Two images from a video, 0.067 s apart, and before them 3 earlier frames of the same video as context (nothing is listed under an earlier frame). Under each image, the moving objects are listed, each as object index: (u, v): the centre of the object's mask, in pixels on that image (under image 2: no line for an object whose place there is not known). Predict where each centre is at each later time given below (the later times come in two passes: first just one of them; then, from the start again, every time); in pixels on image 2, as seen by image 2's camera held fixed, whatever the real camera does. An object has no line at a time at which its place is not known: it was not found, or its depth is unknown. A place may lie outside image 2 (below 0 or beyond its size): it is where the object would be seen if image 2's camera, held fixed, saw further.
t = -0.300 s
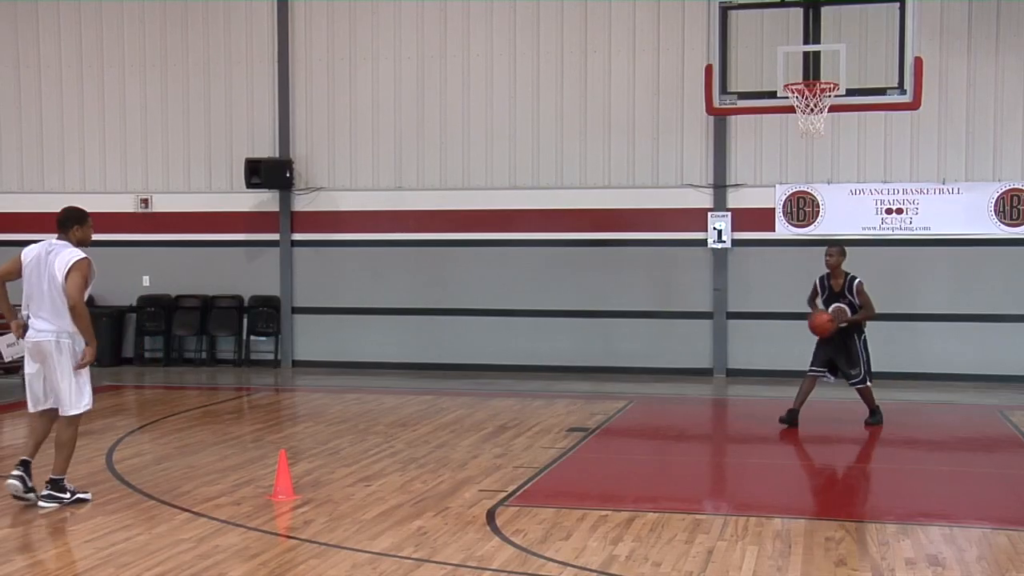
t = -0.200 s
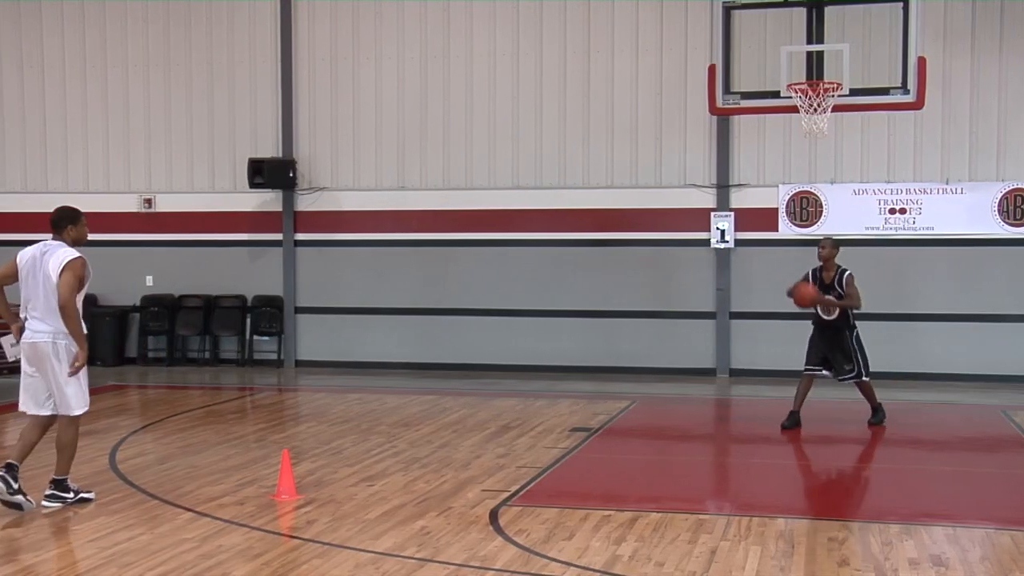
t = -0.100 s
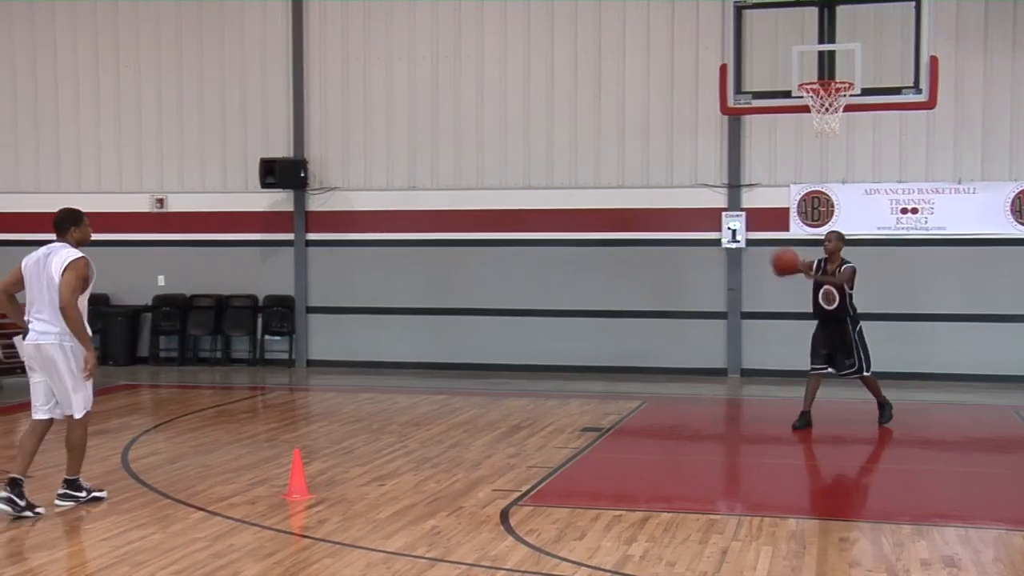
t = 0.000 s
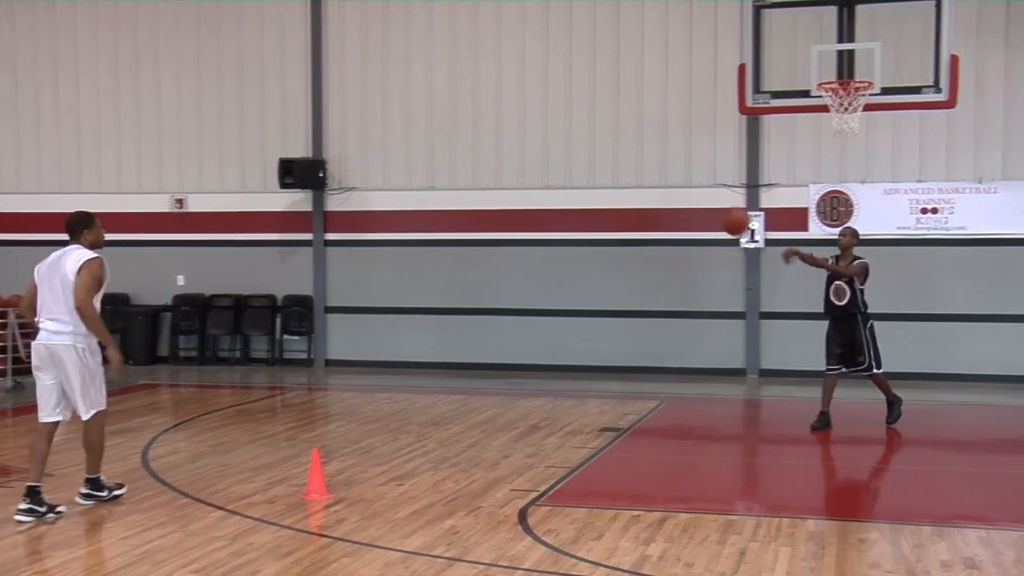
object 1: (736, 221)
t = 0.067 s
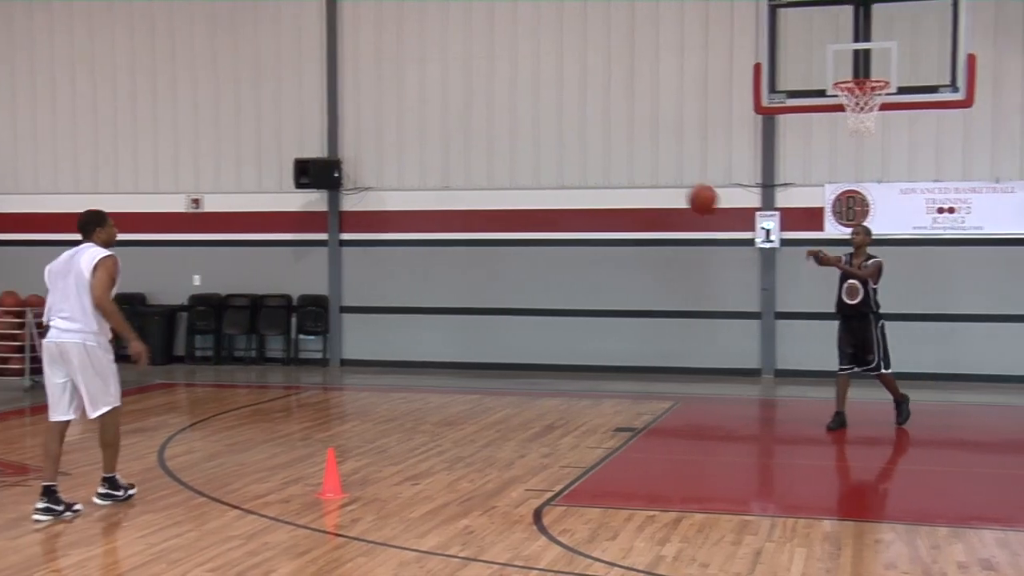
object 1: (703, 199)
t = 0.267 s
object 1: (540, 160)
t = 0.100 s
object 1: (677, 189)
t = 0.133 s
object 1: (651, 181)
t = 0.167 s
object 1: (625, 174)
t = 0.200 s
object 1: (598, 168)
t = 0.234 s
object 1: (569, 163)
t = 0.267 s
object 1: (540, 160)
